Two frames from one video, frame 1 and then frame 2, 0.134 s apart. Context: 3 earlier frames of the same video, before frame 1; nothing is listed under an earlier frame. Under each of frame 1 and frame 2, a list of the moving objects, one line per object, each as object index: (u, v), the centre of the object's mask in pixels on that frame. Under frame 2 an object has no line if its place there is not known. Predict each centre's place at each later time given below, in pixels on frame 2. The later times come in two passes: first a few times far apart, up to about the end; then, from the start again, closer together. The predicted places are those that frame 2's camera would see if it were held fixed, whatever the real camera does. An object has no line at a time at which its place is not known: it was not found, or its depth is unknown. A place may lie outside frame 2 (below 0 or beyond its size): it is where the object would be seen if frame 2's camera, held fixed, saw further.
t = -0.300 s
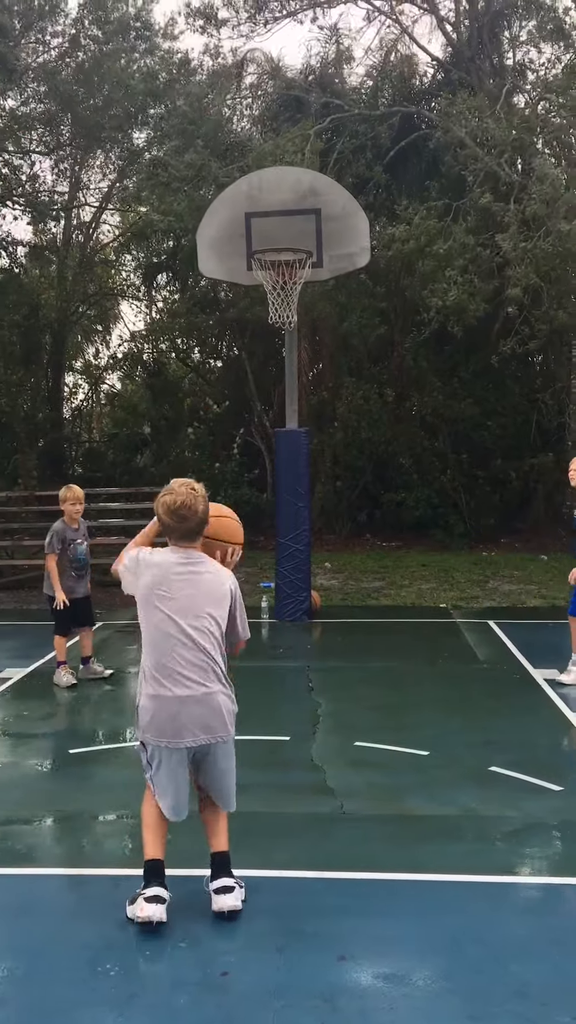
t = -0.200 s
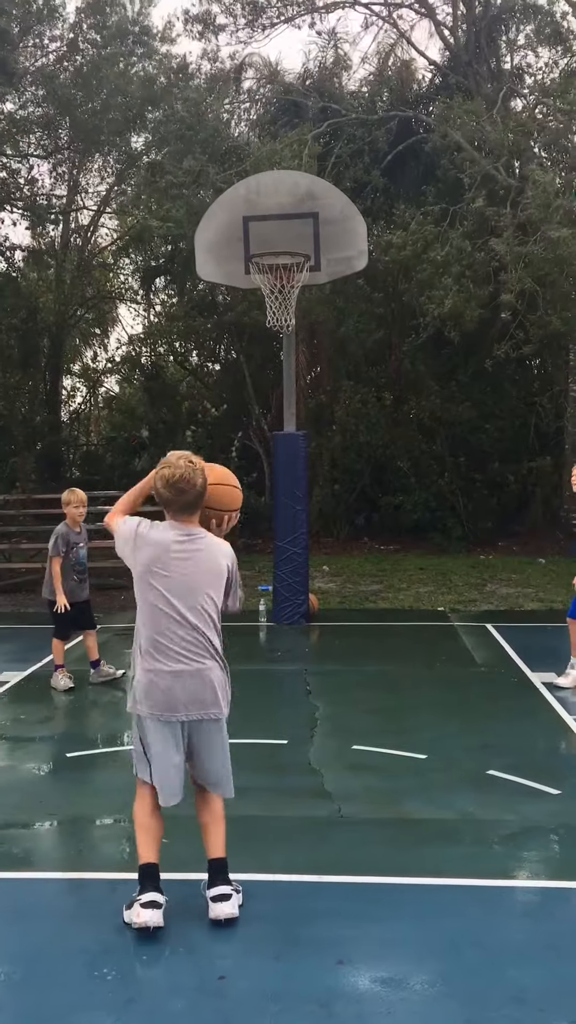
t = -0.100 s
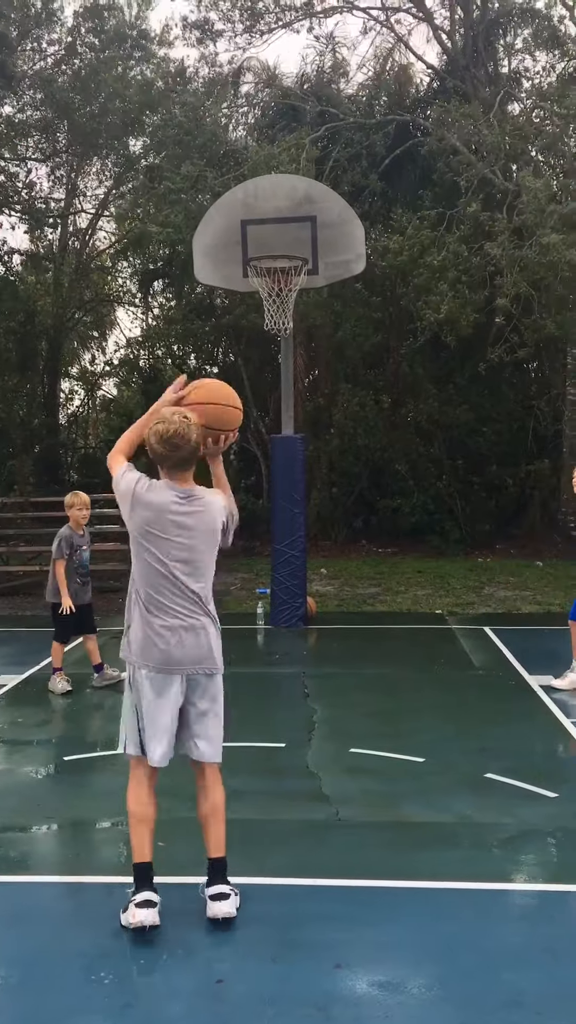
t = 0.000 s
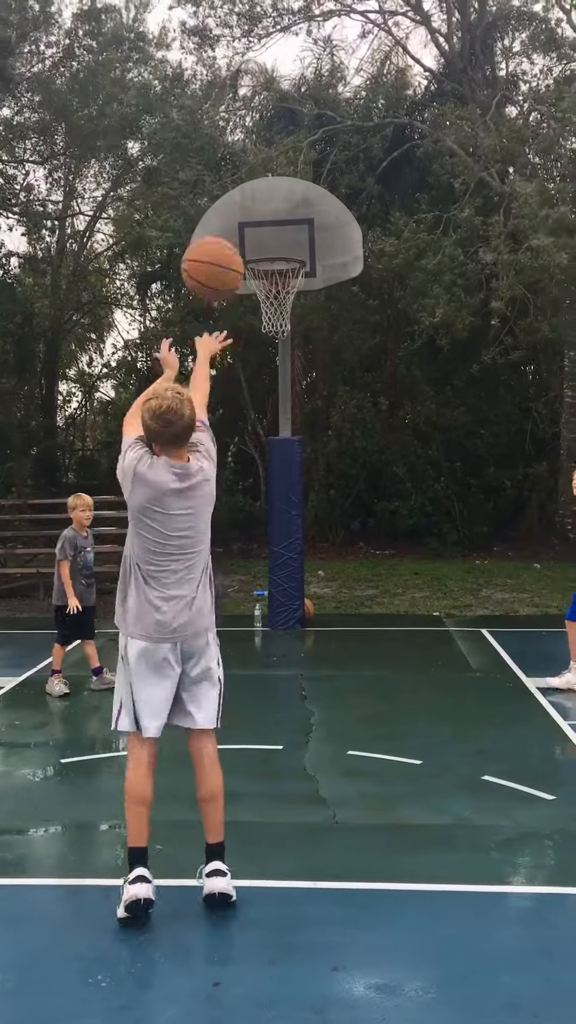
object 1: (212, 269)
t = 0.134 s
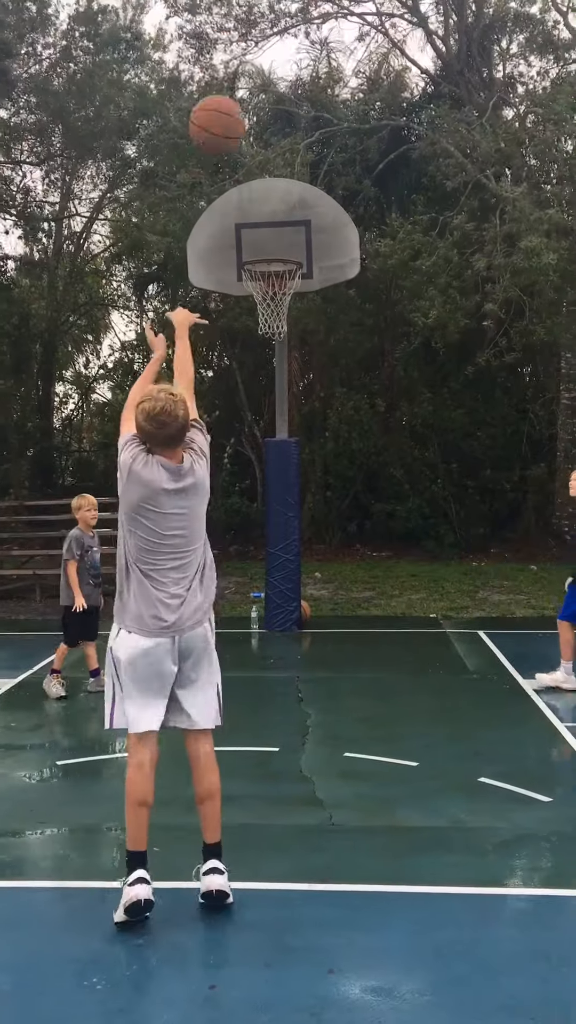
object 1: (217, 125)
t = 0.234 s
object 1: (224, 61)
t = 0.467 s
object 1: (238, 19)
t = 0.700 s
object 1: (251, 68)
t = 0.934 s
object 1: (263, 183)
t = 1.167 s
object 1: (271, 320)
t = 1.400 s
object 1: (274, 448)
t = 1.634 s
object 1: (278, 643)
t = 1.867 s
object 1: (278, 512)
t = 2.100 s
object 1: (279, 426)
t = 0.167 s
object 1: (220, 100)
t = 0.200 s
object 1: (222, 79)
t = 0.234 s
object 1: (224, 61)
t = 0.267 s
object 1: (225, 47)
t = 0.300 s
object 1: (228, 35)
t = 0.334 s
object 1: (230, 26)
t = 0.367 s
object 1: (232, 22)
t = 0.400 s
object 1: (234, 19)
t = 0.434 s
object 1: (237, 19)
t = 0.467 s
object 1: (238, 19)
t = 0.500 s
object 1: (240, 20)
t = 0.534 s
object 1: (242, 22)
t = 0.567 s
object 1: (244, 27)
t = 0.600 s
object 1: (246, 35)
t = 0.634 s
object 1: (248, 44)
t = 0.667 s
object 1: (250, 55)
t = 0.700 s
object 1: (251, 68)
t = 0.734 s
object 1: (253, 81)
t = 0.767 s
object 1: (255, 95)
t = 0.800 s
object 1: (257, 109)
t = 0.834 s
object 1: (258, 126)
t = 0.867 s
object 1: (260, 144)
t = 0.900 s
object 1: (261, 164)
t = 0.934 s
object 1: (263, 183)
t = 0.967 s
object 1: (265, 204)
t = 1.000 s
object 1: (266, 224)
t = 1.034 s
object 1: (267, 245)
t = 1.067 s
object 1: (268, 268)
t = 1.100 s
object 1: (271, 286)
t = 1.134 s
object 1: (272, 302)
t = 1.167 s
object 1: (271, 320)
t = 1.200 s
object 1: (271, 333)
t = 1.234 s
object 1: (271, 349)
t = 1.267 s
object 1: (272, 366)
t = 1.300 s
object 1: (272, 385)
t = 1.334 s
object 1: (273, 405)
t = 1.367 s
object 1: (274, 426)
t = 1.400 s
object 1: (274, 448)
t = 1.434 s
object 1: (275, 473)
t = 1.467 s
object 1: (275, 498)
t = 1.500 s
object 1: (275, 525)
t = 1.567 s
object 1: (274, 583)
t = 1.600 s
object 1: (278, 612)
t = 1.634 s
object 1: (278, 643)
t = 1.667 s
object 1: (278, 634)
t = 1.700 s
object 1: (278, 611)
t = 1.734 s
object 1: (278, 589)
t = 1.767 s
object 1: (278, 568)
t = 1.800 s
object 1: (278, 548)
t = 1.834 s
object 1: (278, 530)
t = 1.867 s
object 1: (278, 512)
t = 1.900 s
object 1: (278, 496)
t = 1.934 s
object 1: (278, 481)
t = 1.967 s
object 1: (278, 467)
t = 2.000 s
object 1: (278, 454)
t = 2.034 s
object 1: (279, 443)
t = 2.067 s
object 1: (279, 434)
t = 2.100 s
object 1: (279, 426)
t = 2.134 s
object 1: (279, 420)
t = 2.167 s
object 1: (280, 414)
